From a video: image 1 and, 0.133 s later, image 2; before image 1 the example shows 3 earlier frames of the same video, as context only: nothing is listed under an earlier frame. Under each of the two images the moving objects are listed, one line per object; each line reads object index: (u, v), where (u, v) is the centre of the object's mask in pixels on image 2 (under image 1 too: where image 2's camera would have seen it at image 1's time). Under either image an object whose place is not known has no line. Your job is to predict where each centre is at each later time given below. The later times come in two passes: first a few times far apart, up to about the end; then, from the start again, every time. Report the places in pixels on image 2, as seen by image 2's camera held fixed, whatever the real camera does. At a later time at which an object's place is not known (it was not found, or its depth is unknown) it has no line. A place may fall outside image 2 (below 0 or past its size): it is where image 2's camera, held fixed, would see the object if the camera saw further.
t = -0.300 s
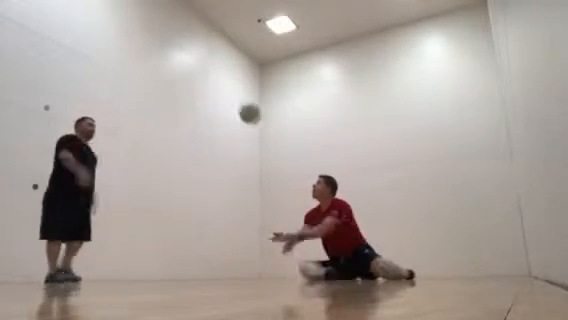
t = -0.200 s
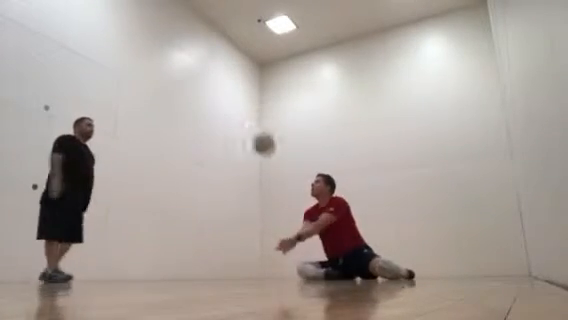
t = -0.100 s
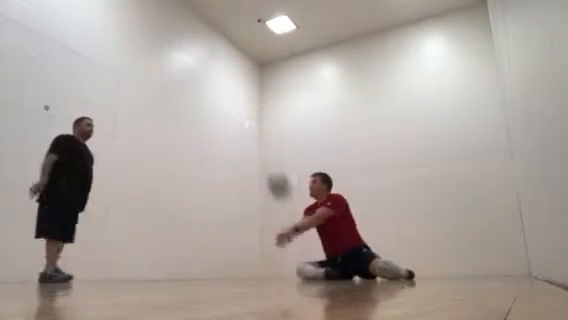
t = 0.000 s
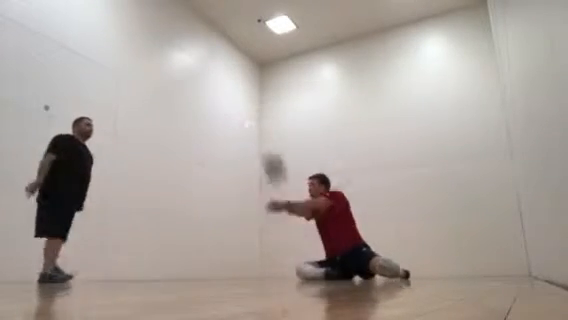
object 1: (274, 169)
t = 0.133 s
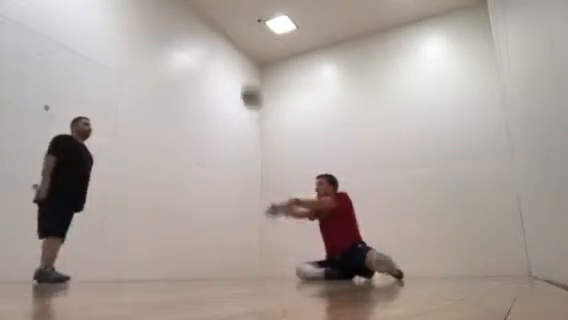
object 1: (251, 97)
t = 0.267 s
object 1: (231, 54)
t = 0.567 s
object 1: (193, 24)
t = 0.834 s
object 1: (164, 55)
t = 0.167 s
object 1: (246, 84)
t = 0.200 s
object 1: (241, 72)
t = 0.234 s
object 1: (236, 61)
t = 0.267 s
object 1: (231, 54)
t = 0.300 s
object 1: (226, 48)
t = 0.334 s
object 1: (221, 40)
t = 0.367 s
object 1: (218, 35)
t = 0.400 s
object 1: (213, 31)
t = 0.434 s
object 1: (210, 29)
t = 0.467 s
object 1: (205, 26)
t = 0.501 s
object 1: (202, 25)
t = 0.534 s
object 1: (197, 23)
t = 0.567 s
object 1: (193, 24)
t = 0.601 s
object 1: (188, 26)
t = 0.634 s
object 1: (185, 28)
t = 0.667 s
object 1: (182, 29)
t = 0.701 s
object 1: (178, 34)
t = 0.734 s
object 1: (175, 39)
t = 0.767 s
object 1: (171, 43)
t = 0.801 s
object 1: (167, 48)
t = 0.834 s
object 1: (164, 55)
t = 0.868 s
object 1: (160, 61)
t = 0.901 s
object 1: (156, 69)
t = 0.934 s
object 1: (152, 78)
